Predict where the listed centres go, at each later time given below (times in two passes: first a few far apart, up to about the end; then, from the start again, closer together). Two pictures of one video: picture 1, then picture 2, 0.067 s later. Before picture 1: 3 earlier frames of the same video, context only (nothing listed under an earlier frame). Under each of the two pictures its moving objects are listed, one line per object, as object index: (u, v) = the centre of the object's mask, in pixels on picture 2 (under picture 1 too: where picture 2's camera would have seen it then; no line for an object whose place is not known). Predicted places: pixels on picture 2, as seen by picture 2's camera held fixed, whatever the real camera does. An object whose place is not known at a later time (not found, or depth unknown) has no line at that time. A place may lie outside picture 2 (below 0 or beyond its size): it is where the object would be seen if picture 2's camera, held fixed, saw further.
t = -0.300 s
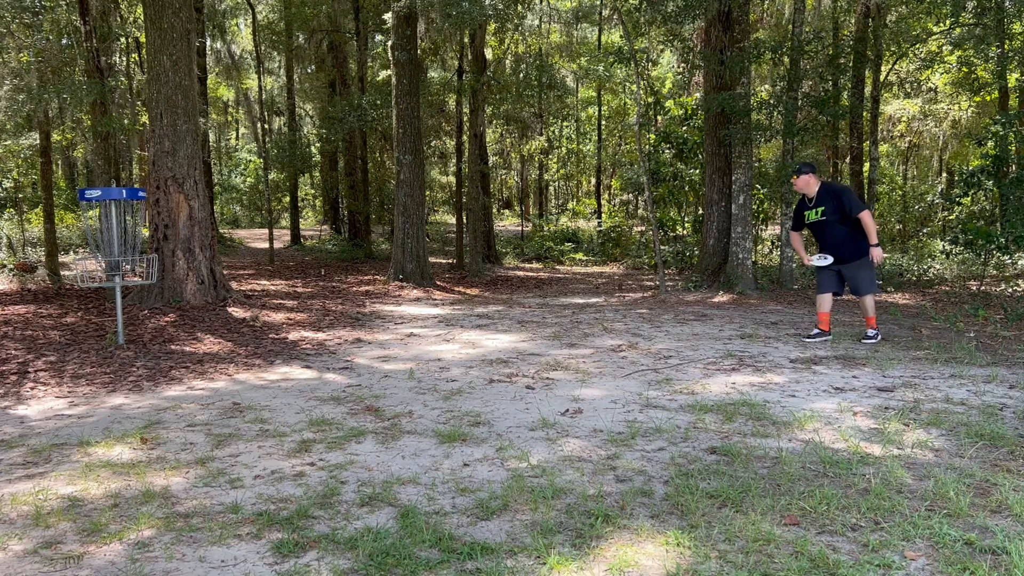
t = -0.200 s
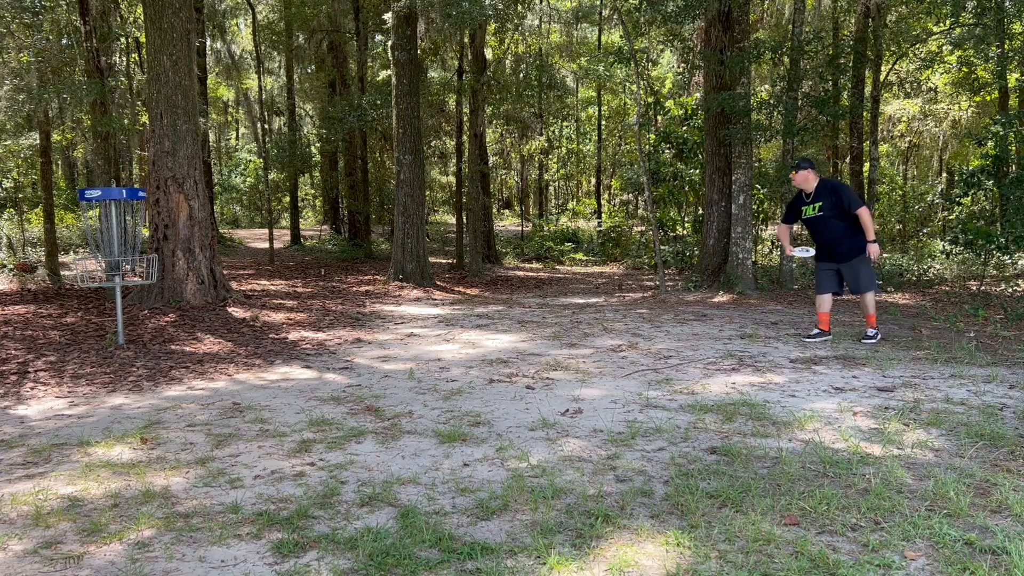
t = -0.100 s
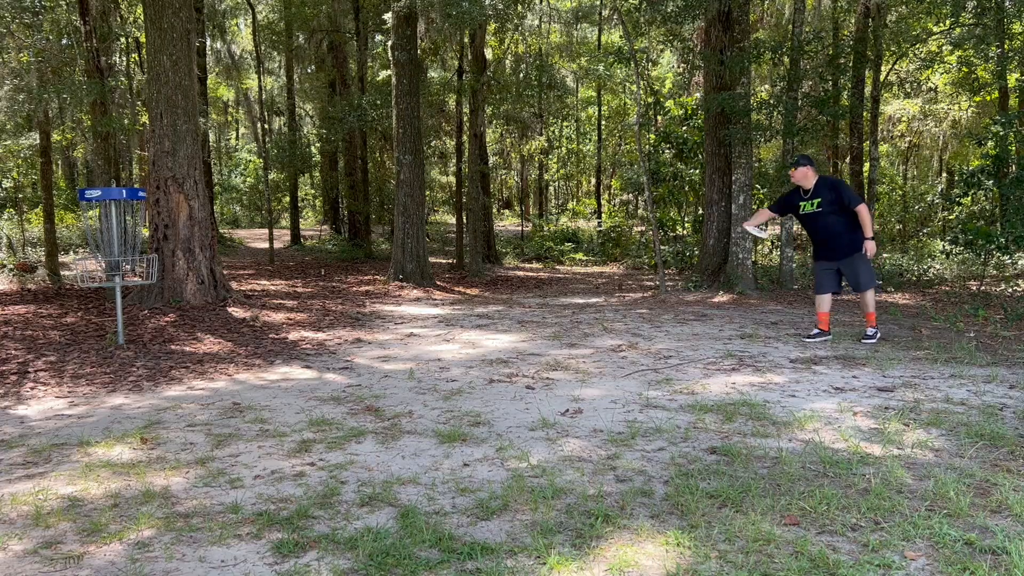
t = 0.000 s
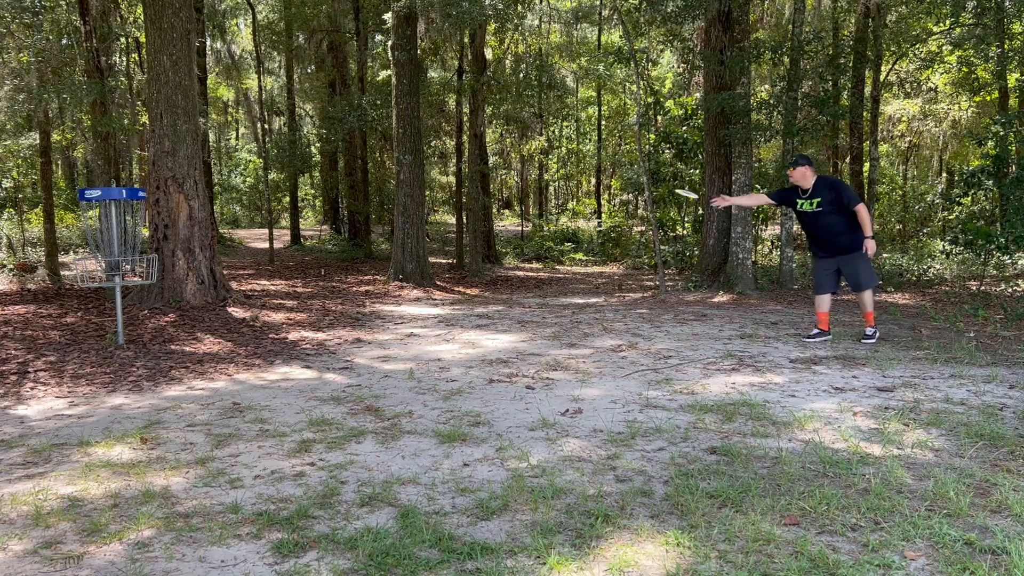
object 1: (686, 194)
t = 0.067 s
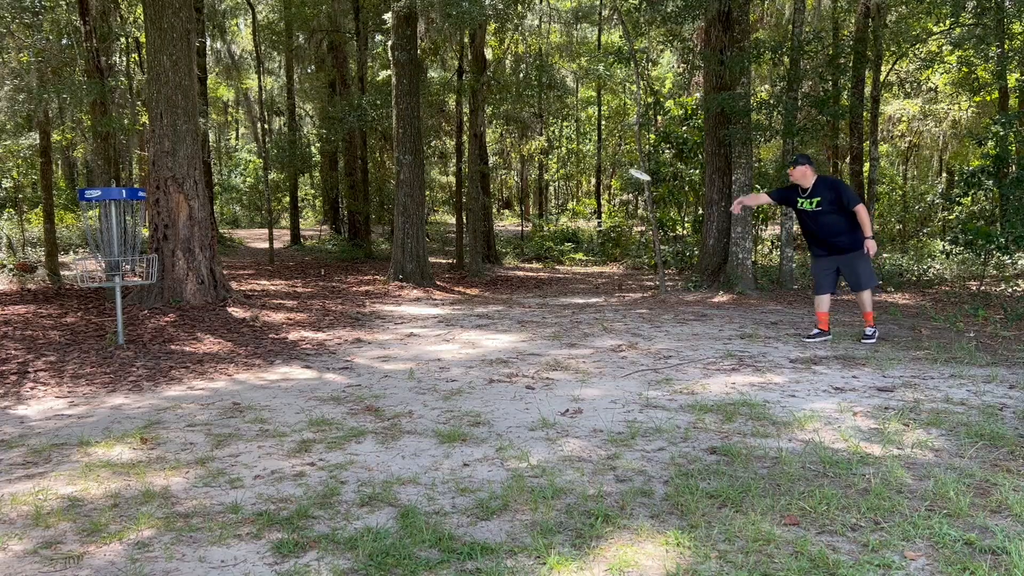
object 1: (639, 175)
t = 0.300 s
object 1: (479, 143)
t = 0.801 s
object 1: (157, 207)
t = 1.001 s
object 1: (107, 256)
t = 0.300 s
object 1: (479, 143)
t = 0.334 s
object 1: (457, 143)
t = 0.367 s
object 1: (435, 143)
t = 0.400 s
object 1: (414, 144)
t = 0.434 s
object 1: (392, 145)
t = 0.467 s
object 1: (369, 148)
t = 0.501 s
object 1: (348, 151)
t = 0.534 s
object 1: (327, 155)
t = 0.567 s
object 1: (305, 159)
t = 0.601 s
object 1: (284, 164)
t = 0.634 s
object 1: (263, 169)
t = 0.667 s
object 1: (241, 176)
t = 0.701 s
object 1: (220, 182)
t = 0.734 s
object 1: (199, 190)
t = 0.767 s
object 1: (179, 198)
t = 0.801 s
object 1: (157, 207)
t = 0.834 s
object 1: (138, 217)
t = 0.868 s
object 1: (126, 224)
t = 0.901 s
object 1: (119, 231)
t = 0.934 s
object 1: (114, 238)
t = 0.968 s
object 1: (111, 247)
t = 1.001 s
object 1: (107, 256)
